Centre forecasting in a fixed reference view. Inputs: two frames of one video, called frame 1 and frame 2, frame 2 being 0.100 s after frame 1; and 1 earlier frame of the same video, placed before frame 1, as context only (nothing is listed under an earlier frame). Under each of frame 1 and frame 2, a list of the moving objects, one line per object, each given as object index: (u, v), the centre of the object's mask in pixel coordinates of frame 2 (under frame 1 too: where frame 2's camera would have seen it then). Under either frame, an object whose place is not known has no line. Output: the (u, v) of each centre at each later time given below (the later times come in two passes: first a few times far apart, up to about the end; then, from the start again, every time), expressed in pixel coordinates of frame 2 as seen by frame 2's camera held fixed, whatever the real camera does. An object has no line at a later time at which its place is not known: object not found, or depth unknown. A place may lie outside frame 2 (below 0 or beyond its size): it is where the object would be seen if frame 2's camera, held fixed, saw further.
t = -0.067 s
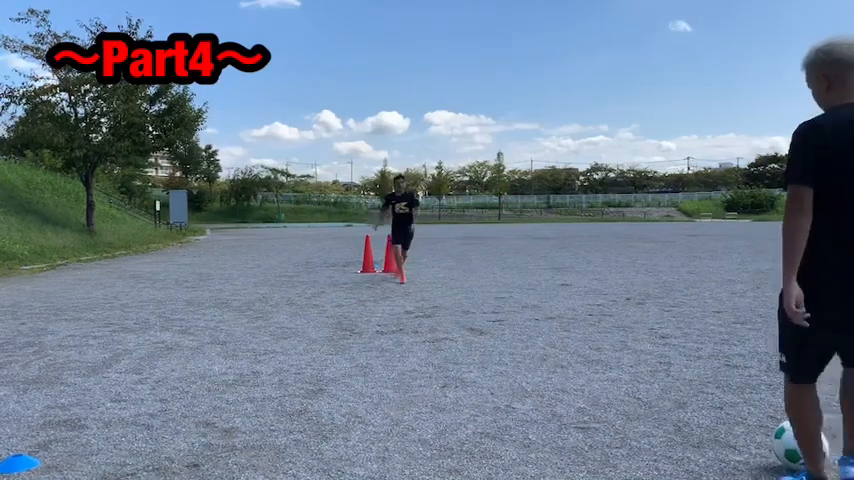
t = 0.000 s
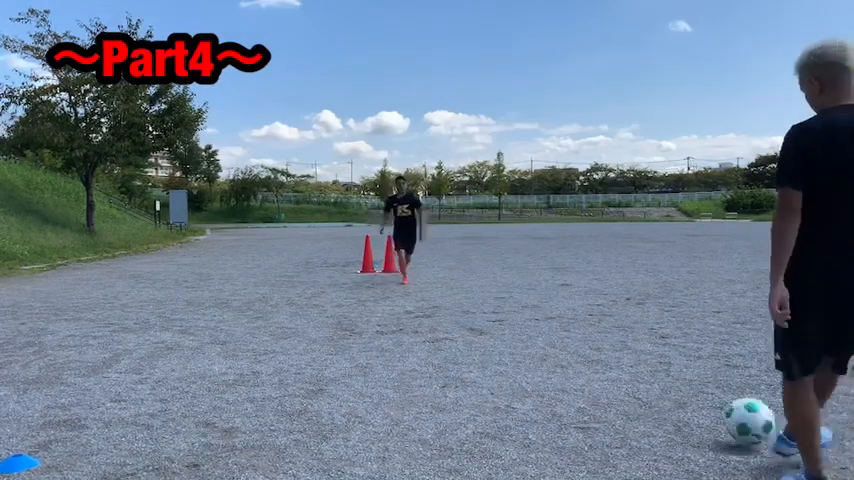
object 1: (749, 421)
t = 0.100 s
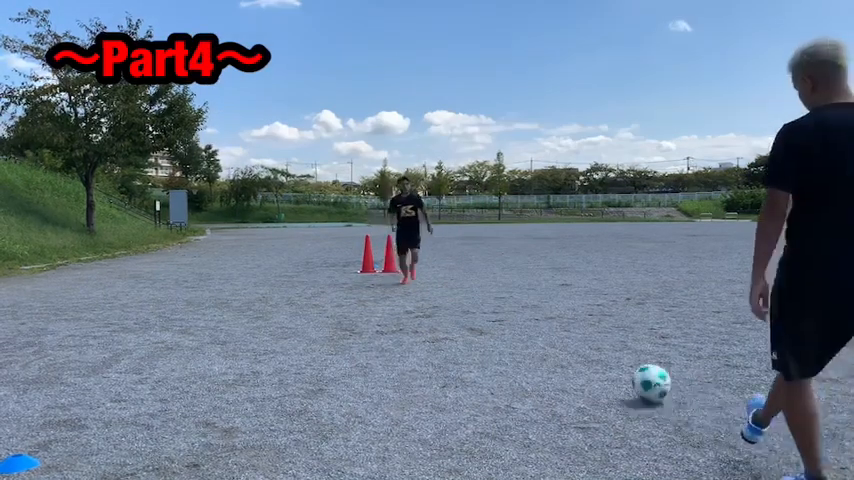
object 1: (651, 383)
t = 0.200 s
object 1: (590, 356)
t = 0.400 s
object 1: (521, 326)
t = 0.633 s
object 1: (477, 310)
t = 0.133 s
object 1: (629, 372)
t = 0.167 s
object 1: (608, 363)
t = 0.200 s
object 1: (590, 356)
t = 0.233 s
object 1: (574, 352)
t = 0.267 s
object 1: (561, 347)
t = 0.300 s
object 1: (550, 338)
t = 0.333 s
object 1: (540, 333)
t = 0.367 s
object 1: (530, 328)
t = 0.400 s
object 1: (521, 326)
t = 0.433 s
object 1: (512, 325)
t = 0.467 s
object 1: (505, 324)
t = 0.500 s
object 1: (499, 318)
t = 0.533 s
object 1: (493, 314)
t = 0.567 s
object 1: (487, 312)
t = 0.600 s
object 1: (482, 311)
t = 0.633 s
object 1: (477, 310)
